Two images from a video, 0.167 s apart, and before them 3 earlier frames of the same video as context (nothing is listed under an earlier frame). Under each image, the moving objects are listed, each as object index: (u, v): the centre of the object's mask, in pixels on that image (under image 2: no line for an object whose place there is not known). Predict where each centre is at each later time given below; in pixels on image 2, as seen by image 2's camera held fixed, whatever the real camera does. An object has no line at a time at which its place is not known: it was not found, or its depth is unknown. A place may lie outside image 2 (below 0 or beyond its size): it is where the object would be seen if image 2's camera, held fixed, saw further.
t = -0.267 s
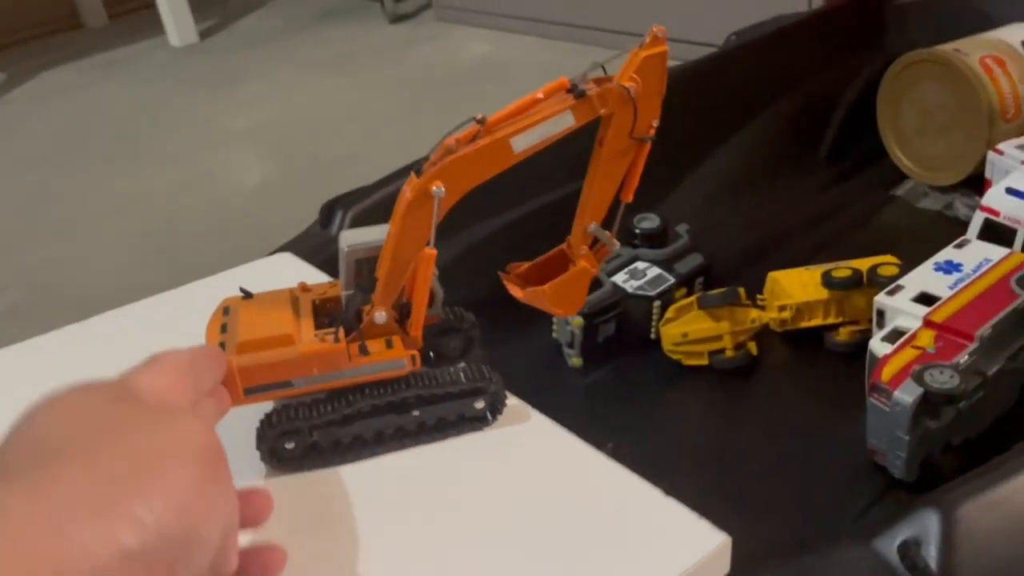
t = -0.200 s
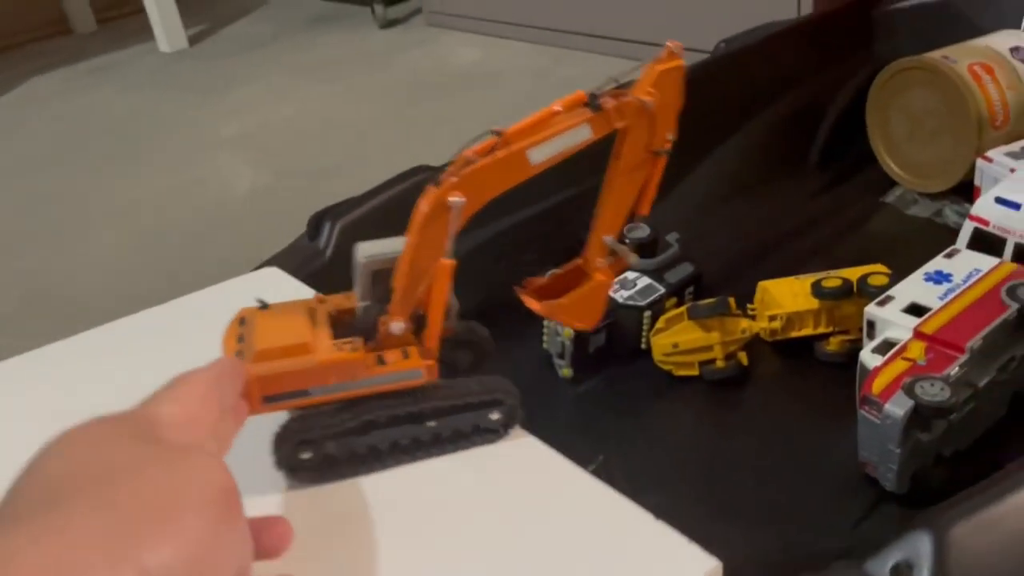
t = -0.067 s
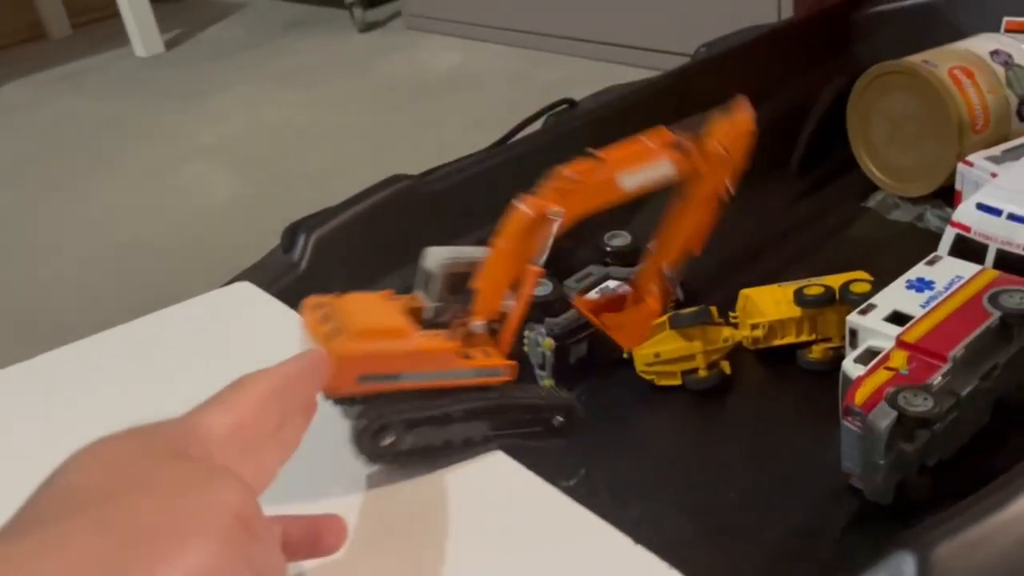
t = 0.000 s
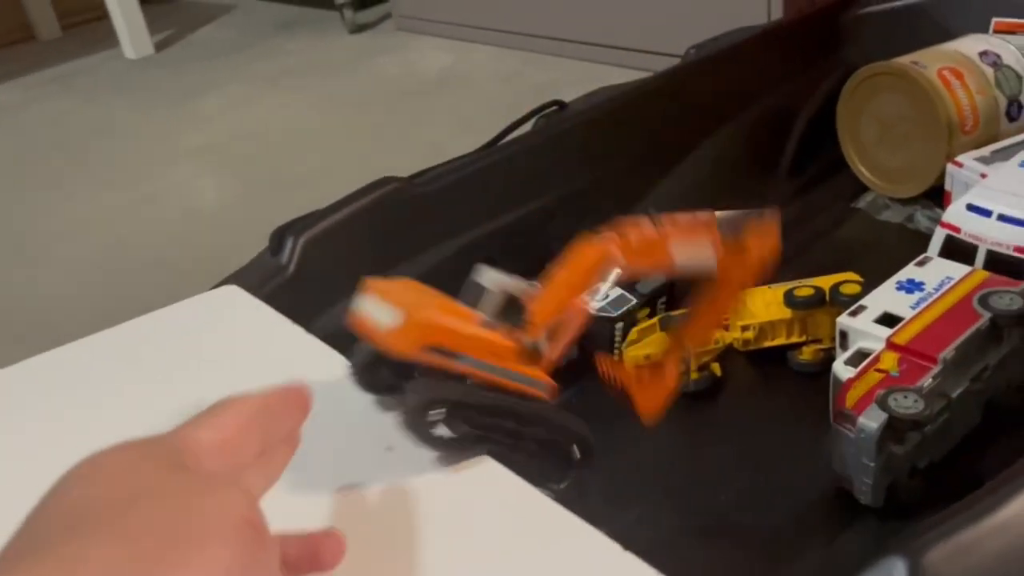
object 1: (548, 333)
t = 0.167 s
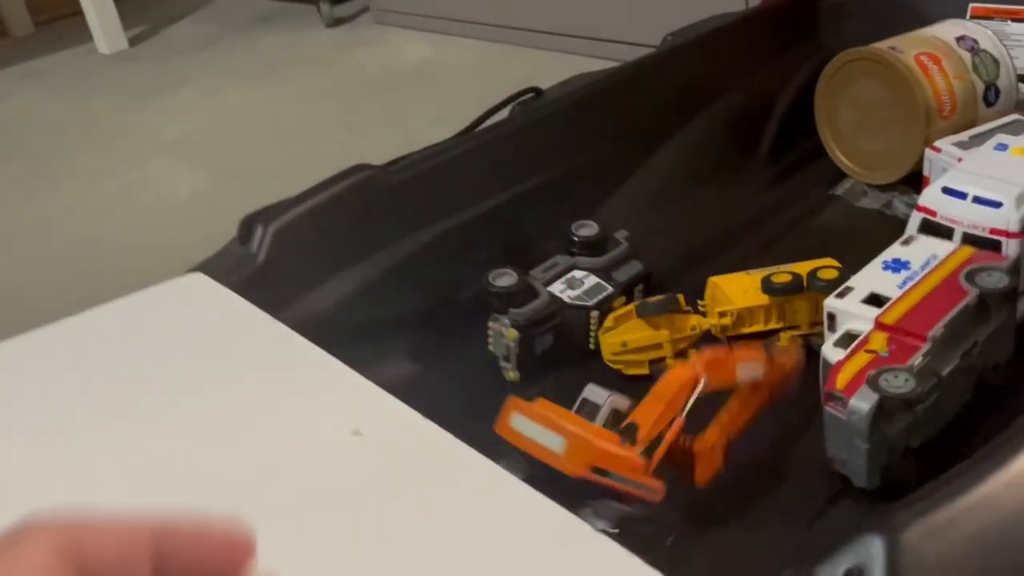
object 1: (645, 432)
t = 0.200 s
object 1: (655, 431)
